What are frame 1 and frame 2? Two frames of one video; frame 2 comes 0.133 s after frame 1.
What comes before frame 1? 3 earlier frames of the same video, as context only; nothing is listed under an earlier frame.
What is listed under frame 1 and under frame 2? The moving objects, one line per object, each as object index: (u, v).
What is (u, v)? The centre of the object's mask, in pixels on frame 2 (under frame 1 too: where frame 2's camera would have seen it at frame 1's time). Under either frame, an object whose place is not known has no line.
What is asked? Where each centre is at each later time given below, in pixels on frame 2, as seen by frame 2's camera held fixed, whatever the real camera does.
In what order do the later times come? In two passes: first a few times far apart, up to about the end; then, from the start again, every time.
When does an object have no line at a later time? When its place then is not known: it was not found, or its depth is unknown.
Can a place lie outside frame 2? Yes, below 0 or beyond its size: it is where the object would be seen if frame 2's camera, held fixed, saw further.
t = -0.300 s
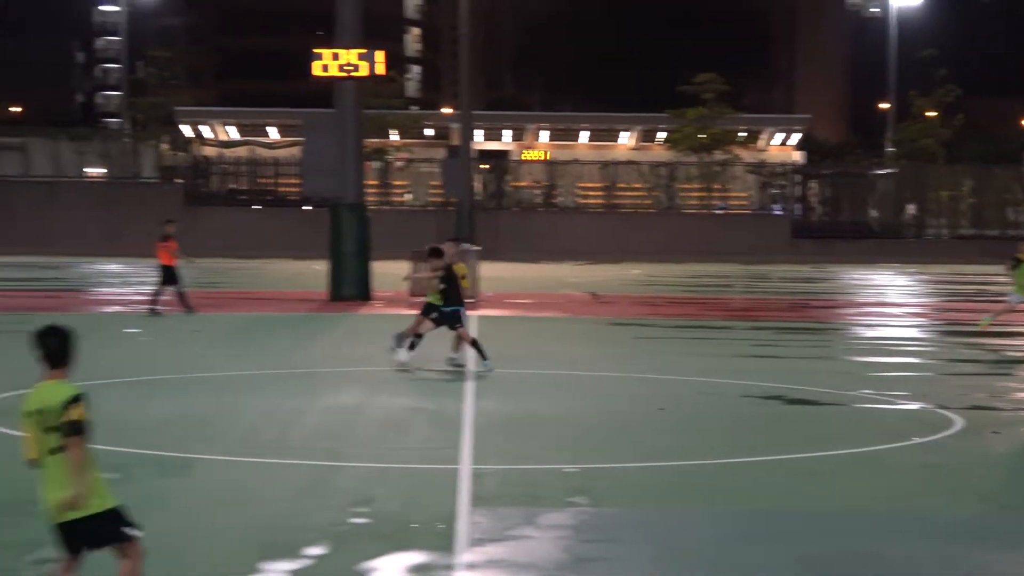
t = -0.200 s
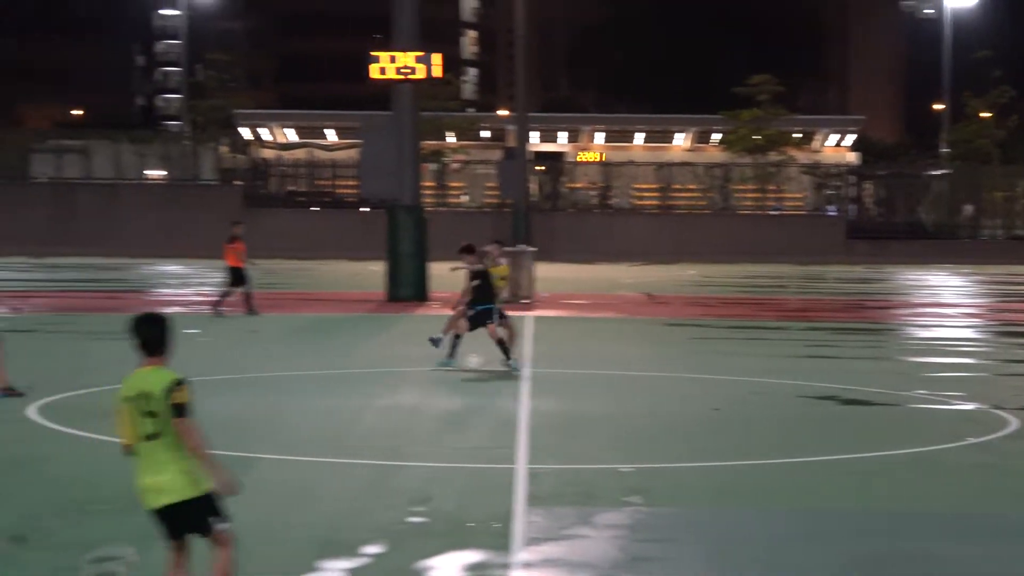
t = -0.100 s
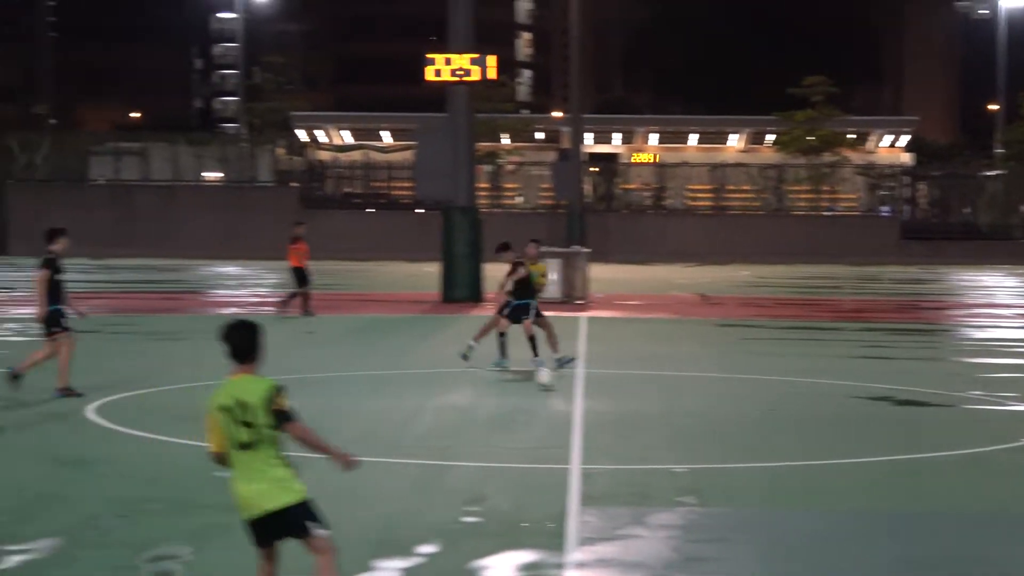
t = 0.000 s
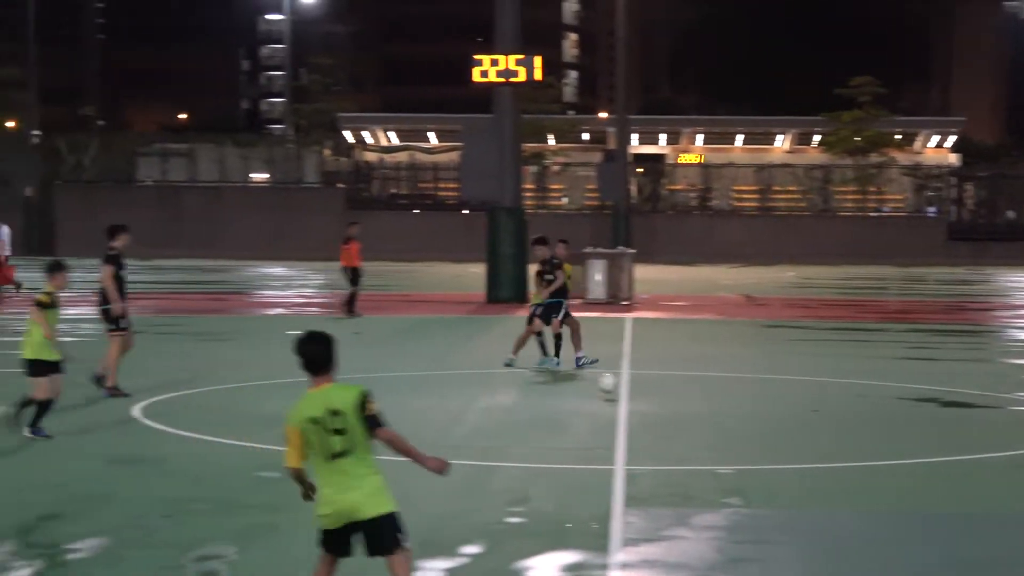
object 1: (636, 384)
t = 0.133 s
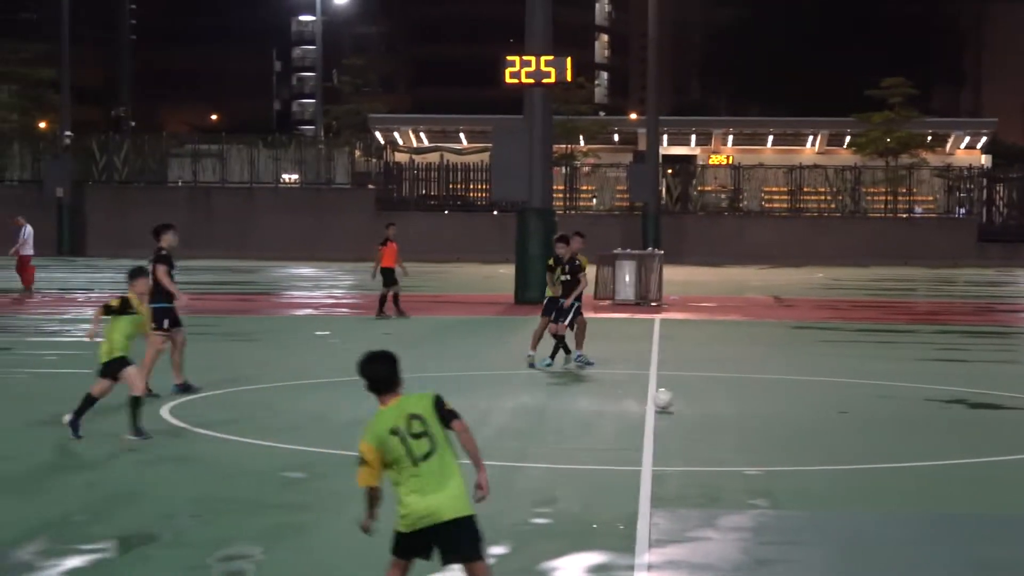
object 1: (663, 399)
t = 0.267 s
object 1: (688, 404)
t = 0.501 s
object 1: (732, 425)
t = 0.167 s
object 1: (669, 398)
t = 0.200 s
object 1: (674, 399)
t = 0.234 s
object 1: (681, 401)
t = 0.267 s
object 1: (688, 404)
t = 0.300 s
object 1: (695, 408)
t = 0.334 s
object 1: (702, 413)
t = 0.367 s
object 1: (710, 420)
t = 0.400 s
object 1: (715, 421)
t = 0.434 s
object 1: (721, 421)
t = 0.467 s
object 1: (726, 423)
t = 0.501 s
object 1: (732, 425)
